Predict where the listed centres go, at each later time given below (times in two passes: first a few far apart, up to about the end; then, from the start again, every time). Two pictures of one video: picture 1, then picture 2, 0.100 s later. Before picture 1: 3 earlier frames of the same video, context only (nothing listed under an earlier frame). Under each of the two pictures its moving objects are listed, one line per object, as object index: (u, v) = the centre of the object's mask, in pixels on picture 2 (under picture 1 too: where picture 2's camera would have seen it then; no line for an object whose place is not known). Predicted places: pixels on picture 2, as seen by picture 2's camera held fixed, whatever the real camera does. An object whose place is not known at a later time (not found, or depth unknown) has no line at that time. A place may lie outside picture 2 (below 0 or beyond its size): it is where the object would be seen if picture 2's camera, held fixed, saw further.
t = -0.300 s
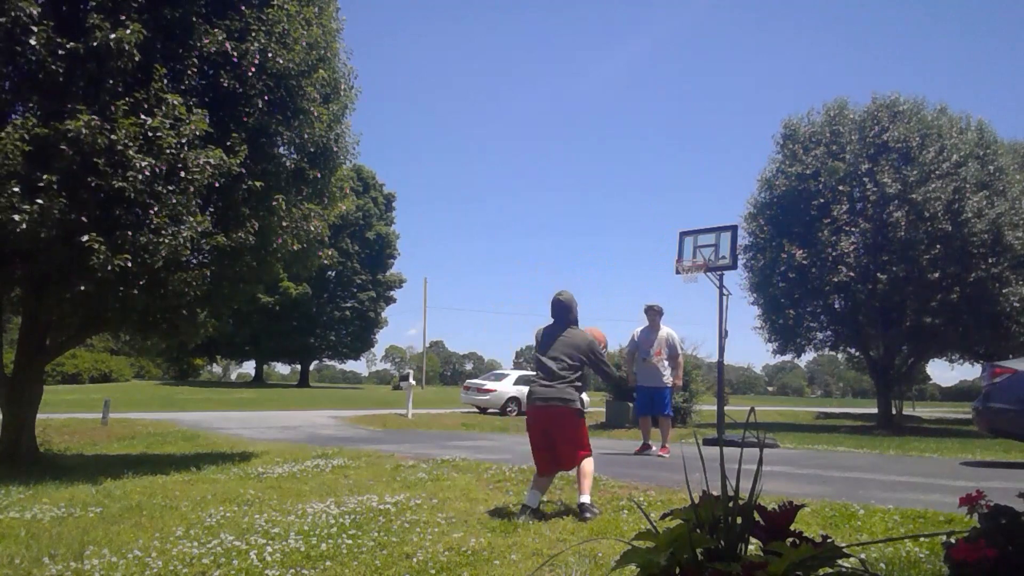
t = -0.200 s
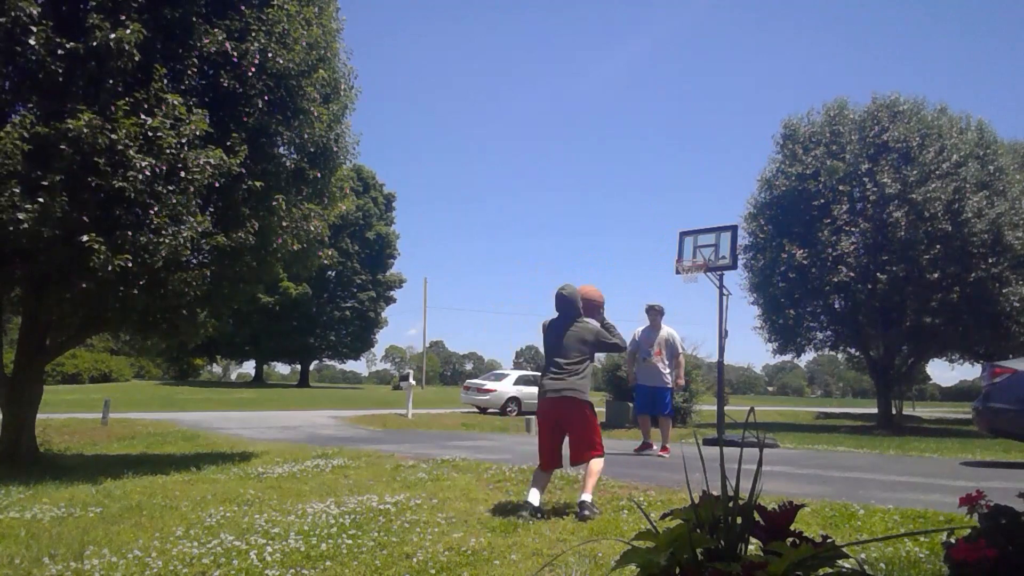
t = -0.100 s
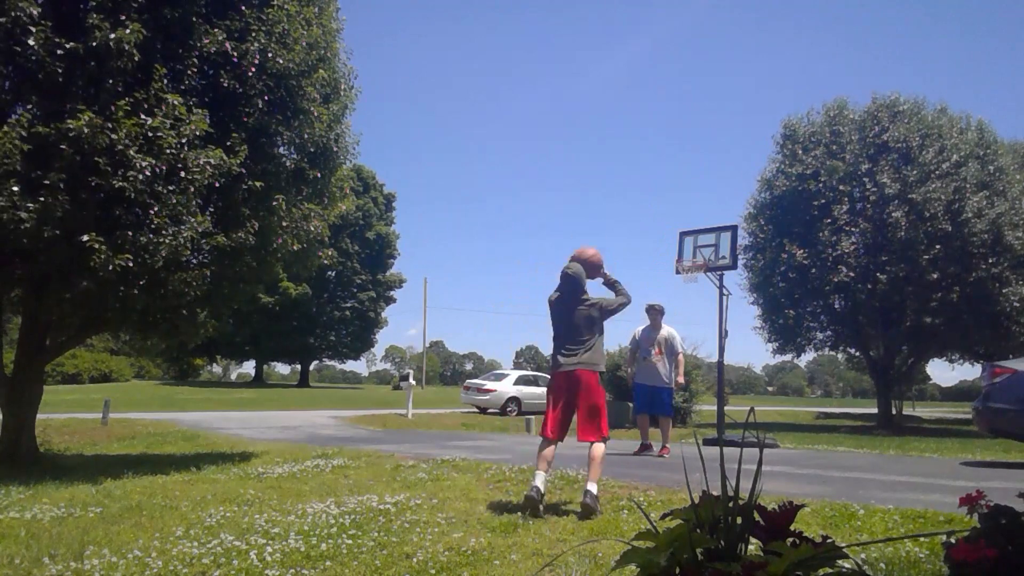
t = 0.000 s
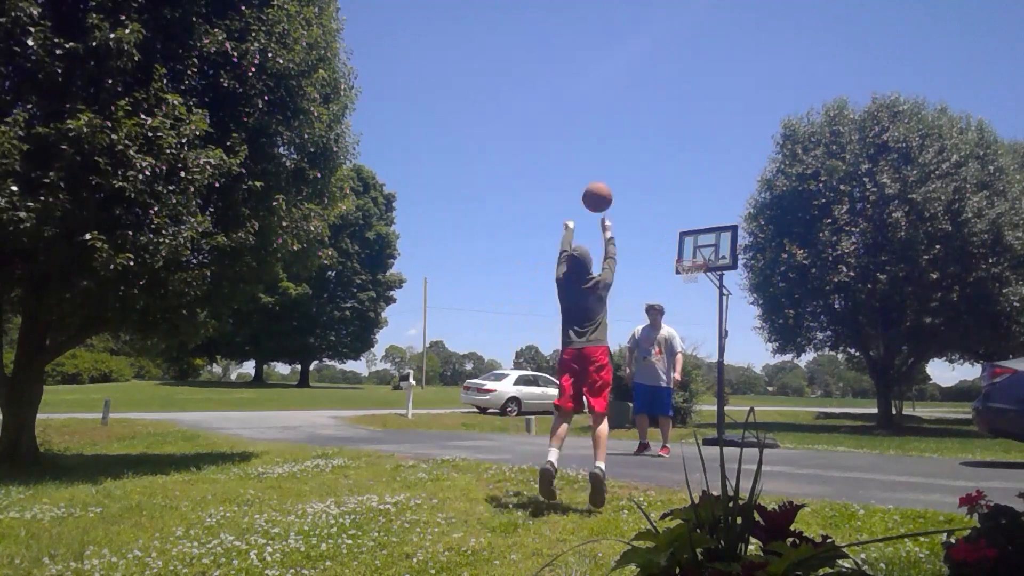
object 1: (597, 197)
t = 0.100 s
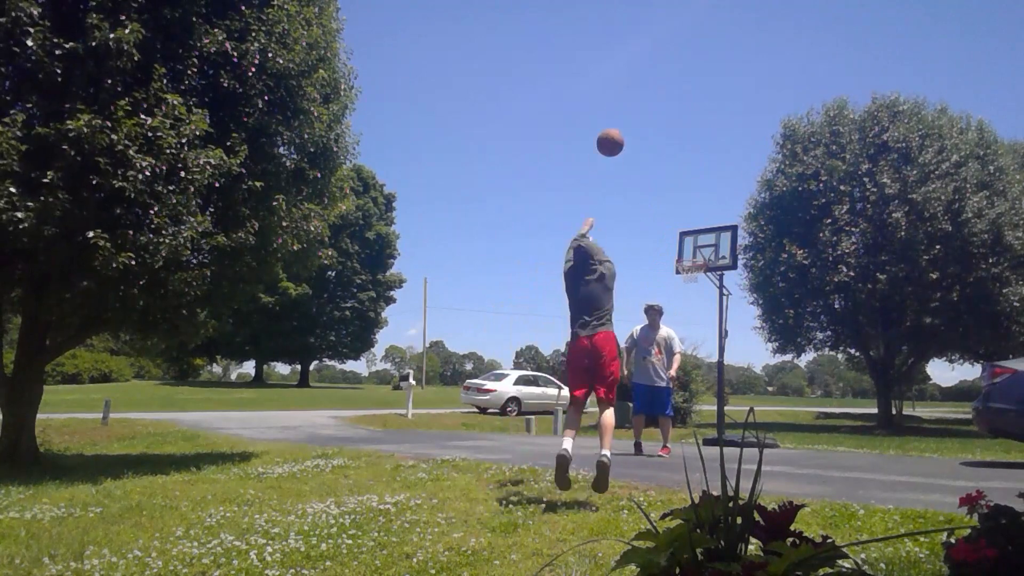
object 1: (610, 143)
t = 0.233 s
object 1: (624, 98)
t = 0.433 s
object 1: (641, 74)
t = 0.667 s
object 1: (657, 88)
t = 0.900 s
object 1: (670, 135)
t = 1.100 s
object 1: (680, 194)
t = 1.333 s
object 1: (693, 273)
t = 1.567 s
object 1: (683, 274)
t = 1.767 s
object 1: (671, 291)
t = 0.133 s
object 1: (614, 129)
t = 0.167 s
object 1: (617, 117)
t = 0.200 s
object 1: (621, 107)
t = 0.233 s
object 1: (624, 98)
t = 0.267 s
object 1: (627, 91)
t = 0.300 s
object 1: (630, 85)
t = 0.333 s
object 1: (633, 80)
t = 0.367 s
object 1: (636, 77)
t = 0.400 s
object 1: (639, 75)
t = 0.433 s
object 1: (641, 74)
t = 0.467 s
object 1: (644, 73)
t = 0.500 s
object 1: (646, 74)
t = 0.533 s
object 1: (649, 75)
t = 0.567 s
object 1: (651, 77)
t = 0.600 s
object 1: (653, 80)
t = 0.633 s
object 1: (655, 84)
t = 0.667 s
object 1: (657, 88)
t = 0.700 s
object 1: (659, 93)
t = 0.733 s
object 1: (661, 99)
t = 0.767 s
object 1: (663, 105)
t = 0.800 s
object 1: (665, 112)
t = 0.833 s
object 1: (667, 119)
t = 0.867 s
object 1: (668, 127)
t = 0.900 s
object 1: (670, 135)
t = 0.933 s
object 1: (672, 144)
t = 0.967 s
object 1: (673, 153)
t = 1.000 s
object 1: (675, 162)
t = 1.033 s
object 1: (677, 173)
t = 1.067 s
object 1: (678, 183)
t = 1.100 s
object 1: (680, 194)
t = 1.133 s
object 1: (682, 205)
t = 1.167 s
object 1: (683, 217)
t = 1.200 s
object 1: (684, 228)
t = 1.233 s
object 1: (687, 241)
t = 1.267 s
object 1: (689, 254)
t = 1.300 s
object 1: (690, 266)
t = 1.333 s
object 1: (693, 273)
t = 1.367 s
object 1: (696, 278)
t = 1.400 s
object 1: (695, 278)
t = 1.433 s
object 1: (693, 278)
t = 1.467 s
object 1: (690, 277)
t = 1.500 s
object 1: (688, 275)
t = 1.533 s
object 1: (685, 275)
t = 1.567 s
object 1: (683, 274)
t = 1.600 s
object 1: (681, 276)
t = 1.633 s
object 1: (679, 278)
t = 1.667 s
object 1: (677, 280)
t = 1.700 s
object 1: (675, 283)
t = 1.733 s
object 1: (673, 287)
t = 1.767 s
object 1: (671, 291)
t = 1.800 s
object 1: (669, 296)
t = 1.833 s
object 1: (667, 302)
